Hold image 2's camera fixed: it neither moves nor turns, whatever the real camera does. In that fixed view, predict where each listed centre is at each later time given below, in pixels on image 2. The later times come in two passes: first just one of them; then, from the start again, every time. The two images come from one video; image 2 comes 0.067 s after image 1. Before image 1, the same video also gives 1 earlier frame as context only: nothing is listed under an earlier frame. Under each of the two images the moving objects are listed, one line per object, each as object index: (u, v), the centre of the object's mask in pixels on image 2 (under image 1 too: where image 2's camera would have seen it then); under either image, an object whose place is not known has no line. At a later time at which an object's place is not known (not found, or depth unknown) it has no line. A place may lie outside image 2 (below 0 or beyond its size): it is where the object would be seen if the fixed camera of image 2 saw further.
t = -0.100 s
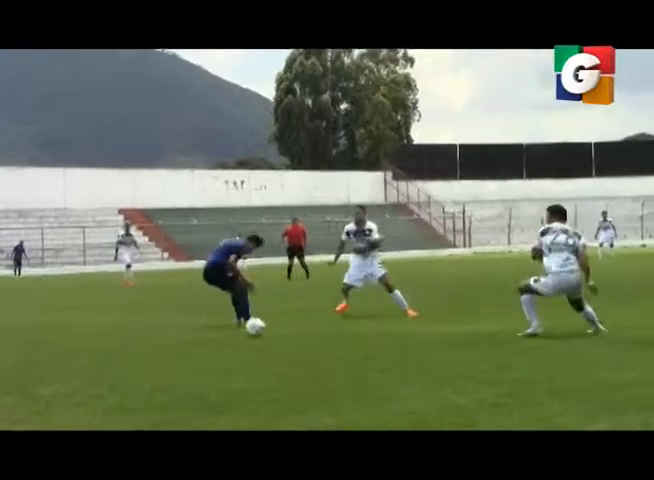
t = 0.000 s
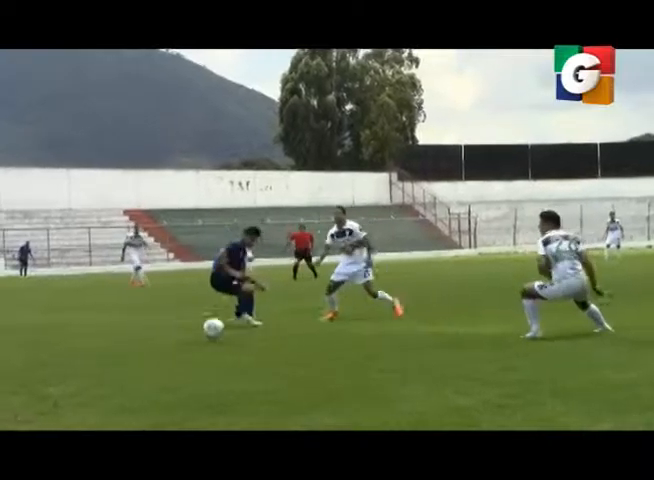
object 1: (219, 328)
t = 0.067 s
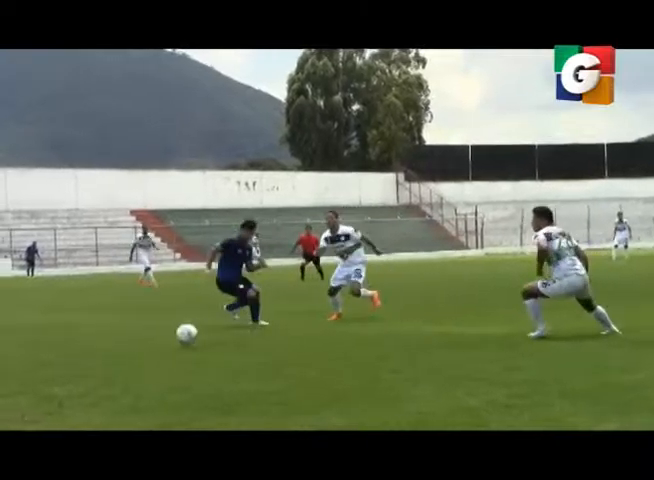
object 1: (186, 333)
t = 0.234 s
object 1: (112, 341)
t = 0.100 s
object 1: (169, 339)
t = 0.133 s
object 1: (151, 341)
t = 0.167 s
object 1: (137, 343)
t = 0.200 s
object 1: (125, 342)
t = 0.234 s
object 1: (112, 341)
